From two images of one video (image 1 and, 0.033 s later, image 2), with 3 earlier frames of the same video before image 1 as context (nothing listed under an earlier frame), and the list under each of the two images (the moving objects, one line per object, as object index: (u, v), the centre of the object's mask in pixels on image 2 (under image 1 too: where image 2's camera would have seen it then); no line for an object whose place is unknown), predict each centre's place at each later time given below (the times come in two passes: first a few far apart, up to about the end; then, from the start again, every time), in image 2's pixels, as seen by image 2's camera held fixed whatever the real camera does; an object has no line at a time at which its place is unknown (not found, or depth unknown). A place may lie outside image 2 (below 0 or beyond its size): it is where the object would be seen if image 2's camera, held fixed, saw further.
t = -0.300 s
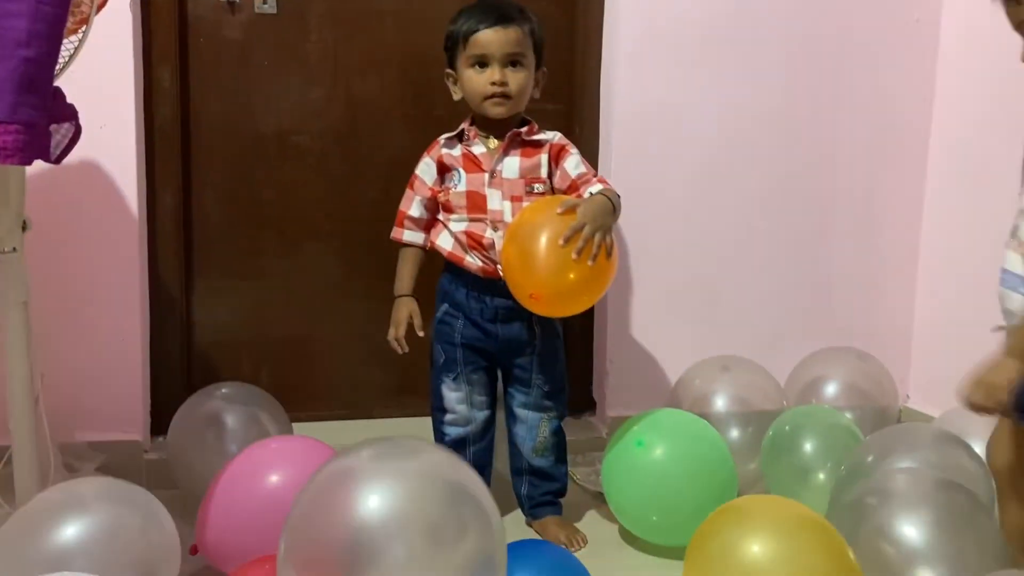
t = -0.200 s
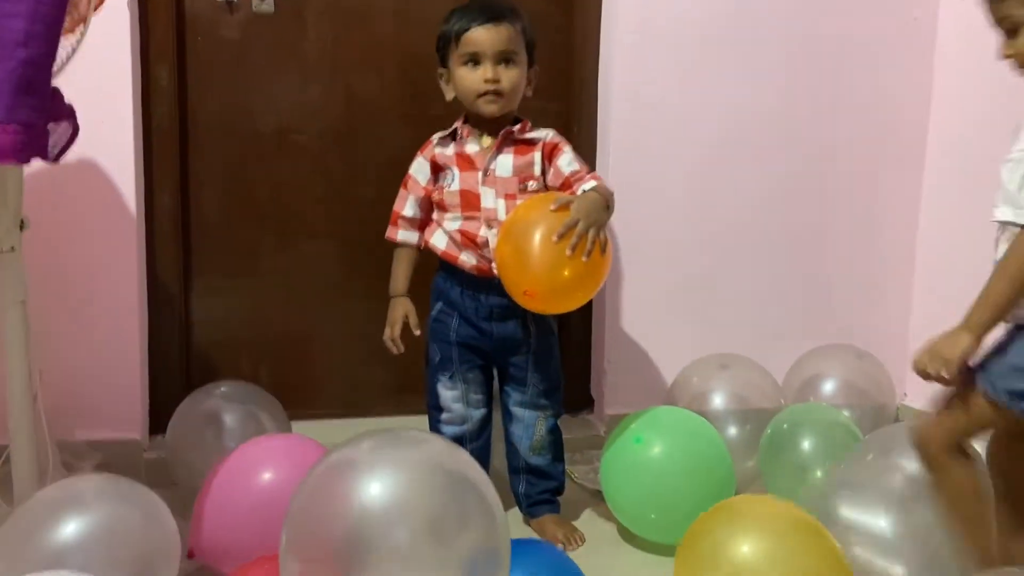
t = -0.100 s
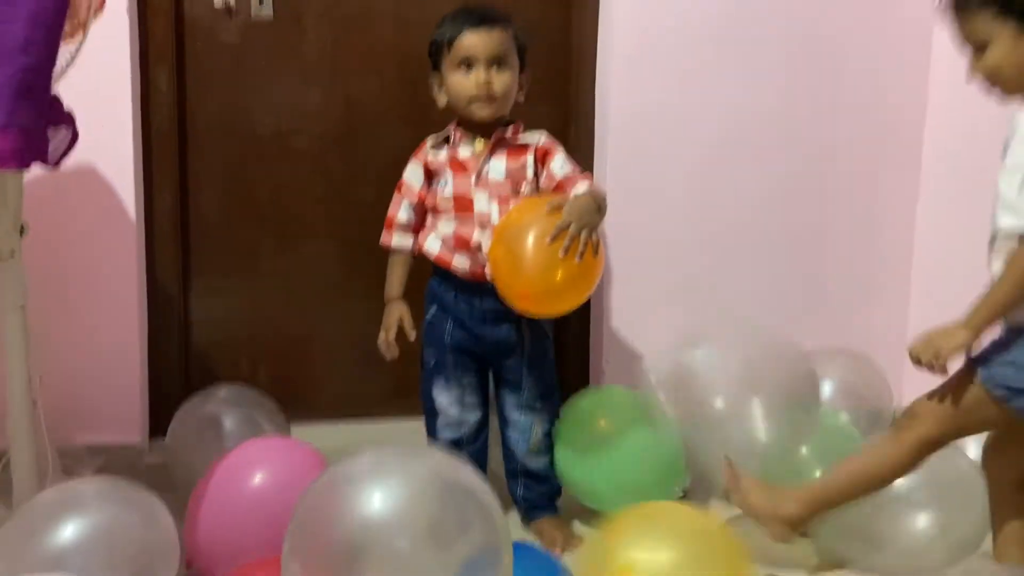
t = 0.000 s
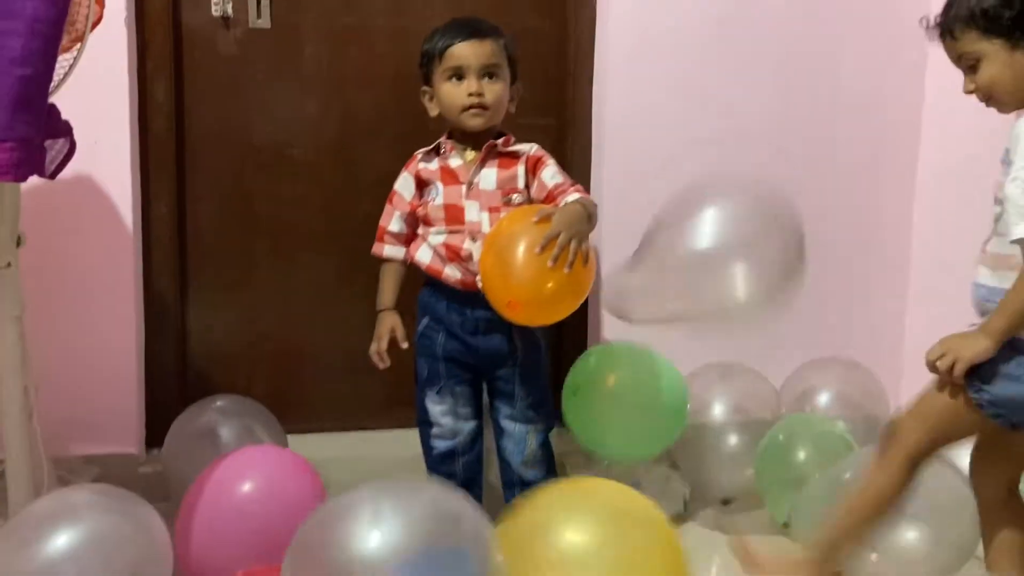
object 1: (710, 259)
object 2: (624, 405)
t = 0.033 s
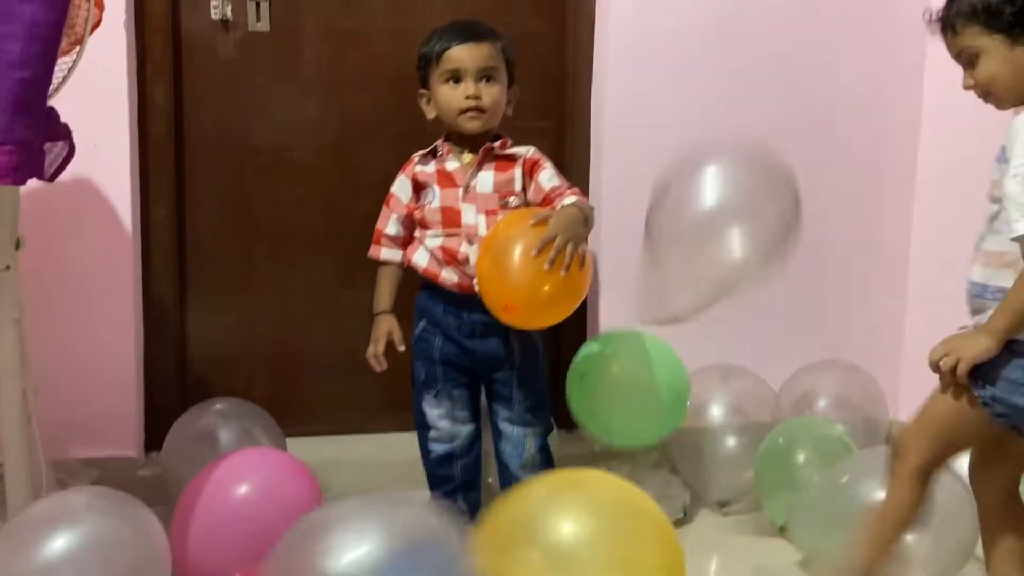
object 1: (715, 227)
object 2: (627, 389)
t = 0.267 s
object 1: (745, 44)
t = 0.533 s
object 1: (781, -11)
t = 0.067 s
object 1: (720, 196)
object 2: (632, 375)
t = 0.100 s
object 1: (726, 164)
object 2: (636, 361)
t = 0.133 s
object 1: (731, 134)
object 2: (638, 349)
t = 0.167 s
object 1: (734, 109)
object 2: (641, 338)
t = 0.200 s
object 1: (738, 81)
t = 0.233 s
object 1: (741, 61)
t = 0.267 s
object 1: (745, 44)
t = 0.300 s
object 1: (751, 32)
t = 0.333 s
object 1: (755, 23)
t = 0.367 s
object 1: (758, 16)
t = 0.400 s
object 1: (761, 10)
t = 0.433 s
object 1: (764, 4)
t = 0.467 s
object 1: (769, -2)
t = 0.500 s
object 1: (775, -7)
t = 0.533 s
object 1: (781, -11)
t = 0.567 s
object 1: (788, -15)
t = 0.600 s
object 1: (795, -19)
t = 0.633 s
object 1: (804, -23)
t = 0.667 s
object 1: (813, -27)
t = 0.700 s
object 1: (824, -29)
